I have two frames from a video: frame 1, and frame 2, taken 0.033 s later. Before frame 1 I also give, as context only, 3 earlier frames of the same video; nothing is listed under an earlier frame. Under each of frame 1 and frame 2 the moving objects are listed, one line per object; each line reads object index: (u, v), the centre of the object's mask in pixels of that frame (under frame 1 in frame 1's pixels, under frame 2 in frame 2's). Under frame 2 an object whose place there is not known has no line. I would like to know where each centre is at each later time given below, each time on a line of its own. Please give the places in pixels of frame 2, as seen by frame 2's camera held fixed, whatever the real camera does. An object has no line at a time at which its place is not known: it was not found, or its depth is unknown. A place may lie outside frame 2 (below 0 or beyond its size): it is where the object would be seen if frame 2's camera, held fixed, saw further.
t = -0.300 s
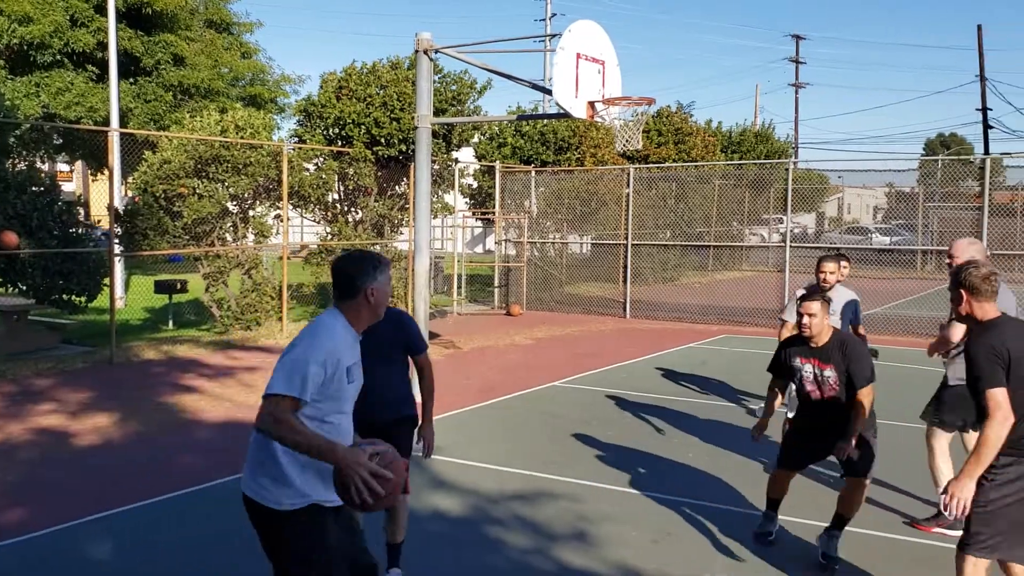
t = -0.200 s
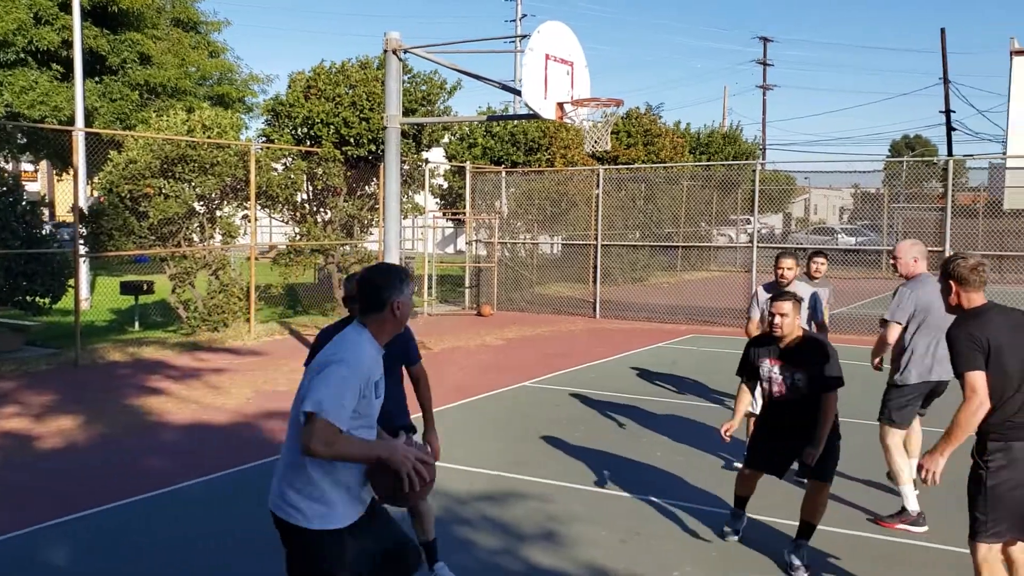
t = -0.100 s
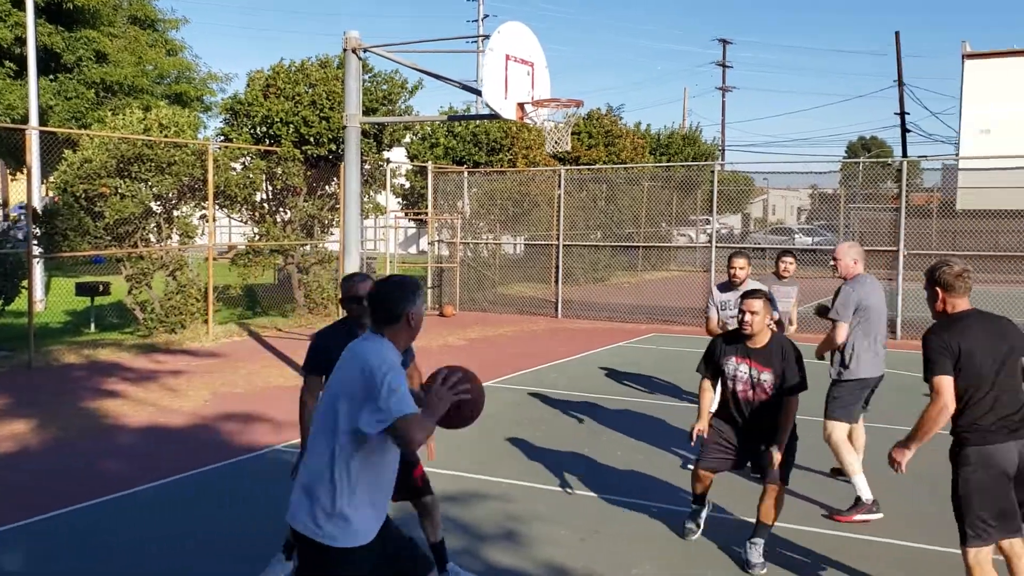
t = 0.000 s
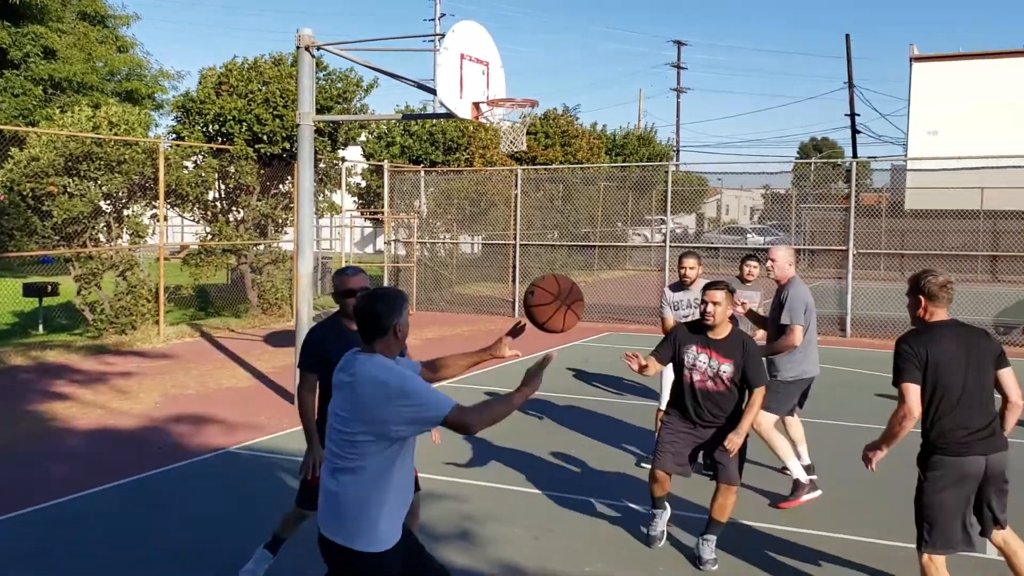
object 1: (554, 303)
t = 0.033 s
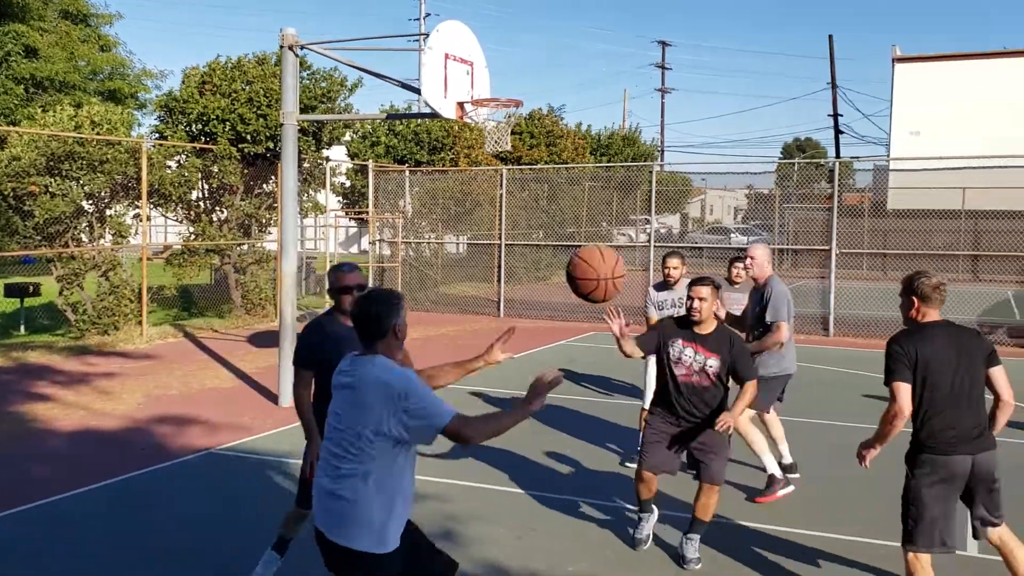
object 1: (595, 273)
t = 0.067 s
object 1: (654, 248)
